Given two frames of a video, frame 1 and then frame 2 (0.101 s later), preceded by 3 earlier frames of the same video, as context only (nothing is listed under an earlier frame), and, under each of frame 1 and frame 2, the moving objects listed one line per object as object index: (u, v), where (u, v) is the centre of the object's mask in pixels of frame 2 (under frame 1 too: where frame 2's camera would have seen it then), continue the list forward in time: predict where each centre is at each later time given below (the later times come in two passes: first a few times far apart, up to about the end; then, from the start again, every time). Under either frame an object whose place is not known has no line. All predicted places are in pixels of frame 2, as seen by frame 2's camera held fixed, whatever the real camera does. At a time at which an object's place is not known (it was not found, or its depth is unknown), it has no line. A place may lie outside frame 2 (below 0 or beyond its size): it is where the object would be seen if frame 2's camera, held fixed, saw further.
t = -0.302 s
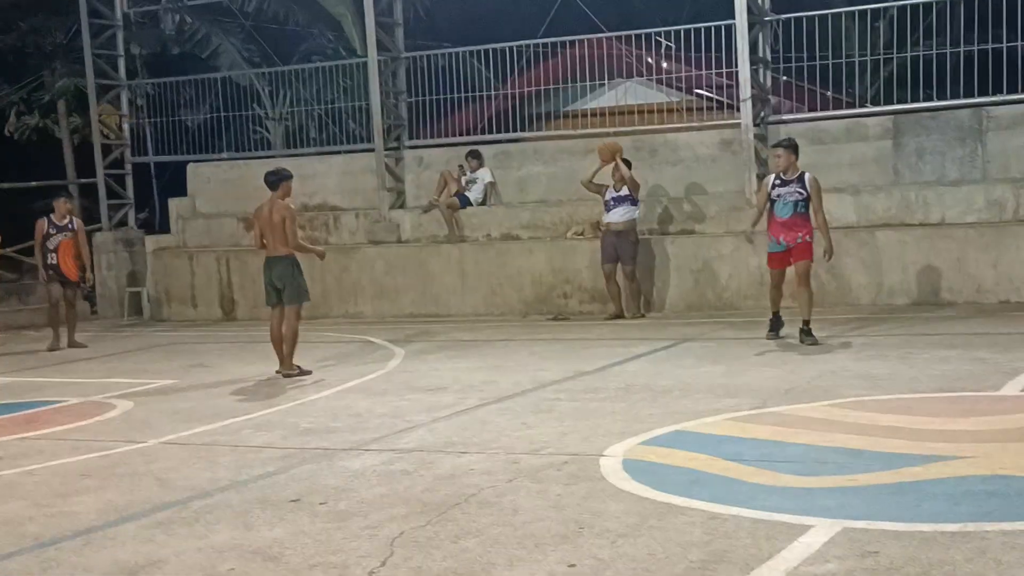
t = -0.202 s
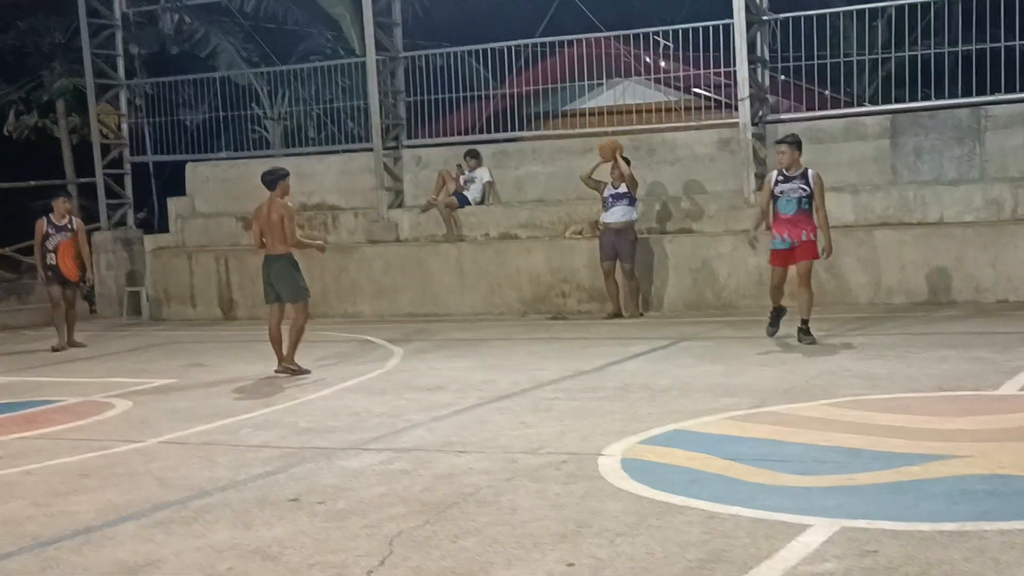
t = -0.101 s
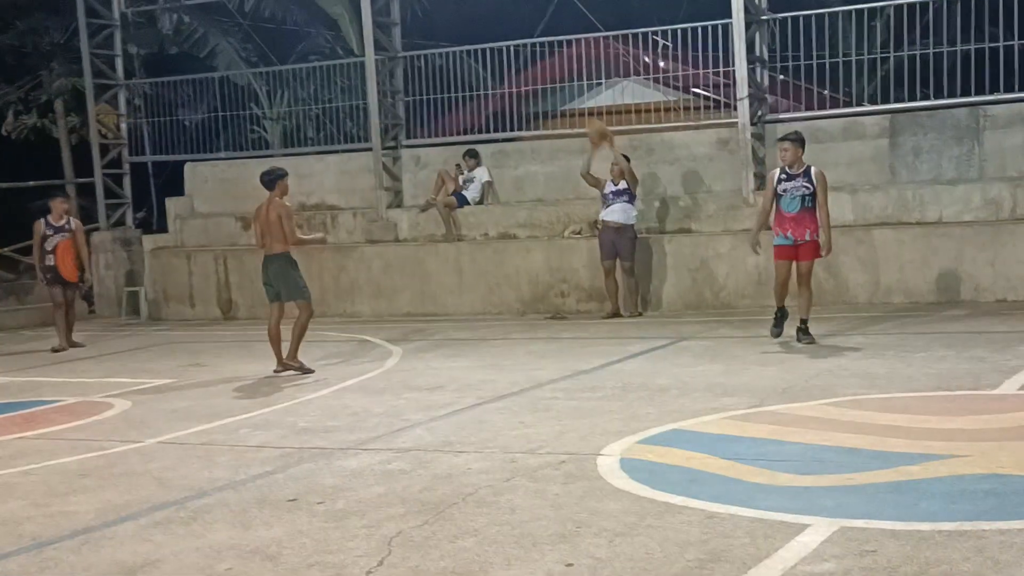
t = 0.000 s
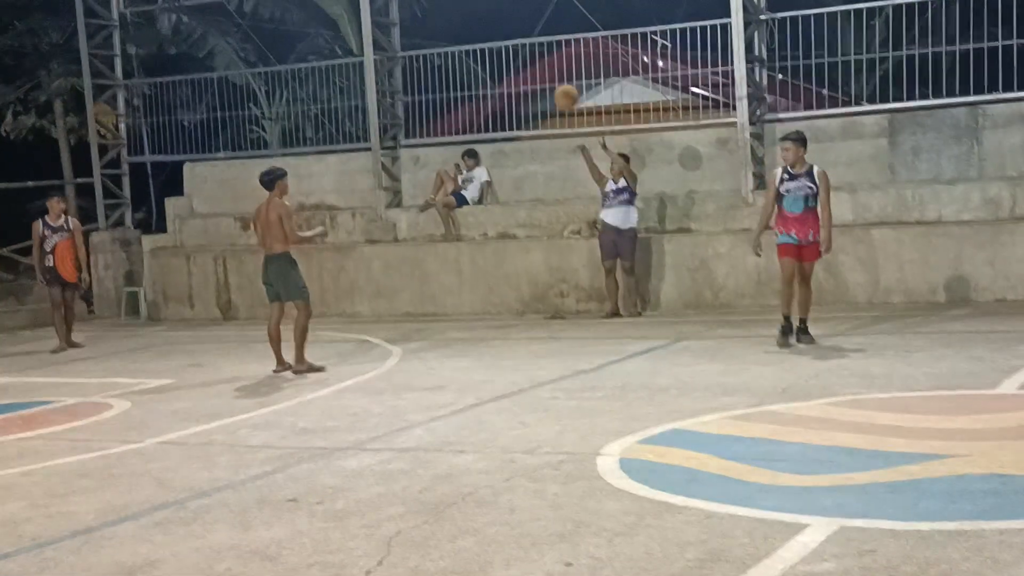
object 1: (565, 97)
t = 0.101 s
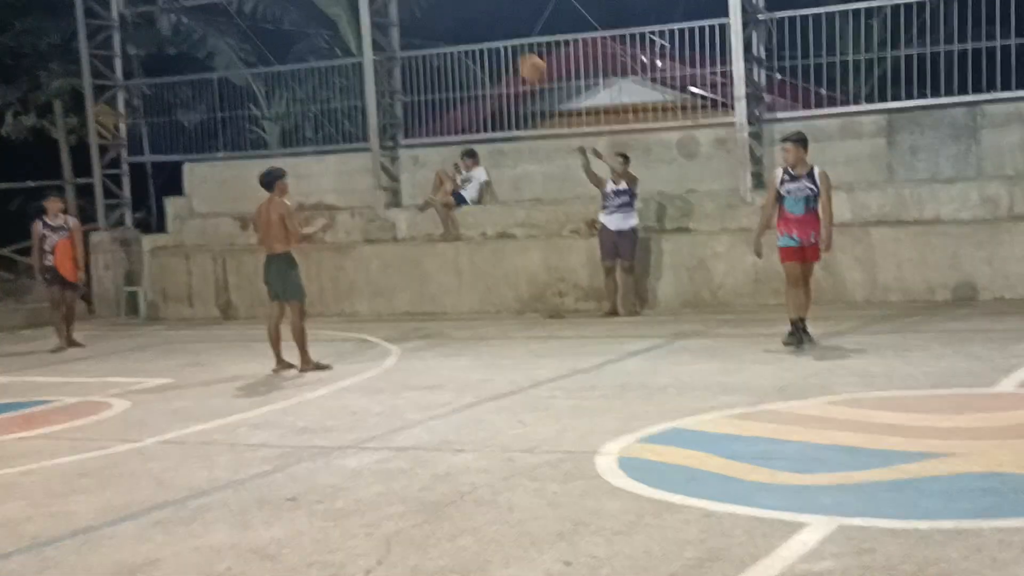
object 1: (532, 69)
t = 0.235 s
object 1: (487, 45)
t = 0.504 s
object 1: (393, 53)
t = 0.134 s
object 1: (522, 61)
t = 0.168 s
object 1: (510, 55)
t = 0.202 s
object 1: (499, 50)
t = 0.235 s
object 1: (487, 45)
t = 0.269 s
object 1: (476, 42)
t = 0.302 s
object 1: (464, 39)
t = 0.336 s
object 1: (452, 40)
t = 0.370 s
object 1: (441, 40)
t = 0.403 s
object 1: (429, 41)
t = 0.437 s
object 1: (418, 43)
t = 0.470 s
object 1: (405, 47)
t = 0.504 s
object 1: (393, 53)
